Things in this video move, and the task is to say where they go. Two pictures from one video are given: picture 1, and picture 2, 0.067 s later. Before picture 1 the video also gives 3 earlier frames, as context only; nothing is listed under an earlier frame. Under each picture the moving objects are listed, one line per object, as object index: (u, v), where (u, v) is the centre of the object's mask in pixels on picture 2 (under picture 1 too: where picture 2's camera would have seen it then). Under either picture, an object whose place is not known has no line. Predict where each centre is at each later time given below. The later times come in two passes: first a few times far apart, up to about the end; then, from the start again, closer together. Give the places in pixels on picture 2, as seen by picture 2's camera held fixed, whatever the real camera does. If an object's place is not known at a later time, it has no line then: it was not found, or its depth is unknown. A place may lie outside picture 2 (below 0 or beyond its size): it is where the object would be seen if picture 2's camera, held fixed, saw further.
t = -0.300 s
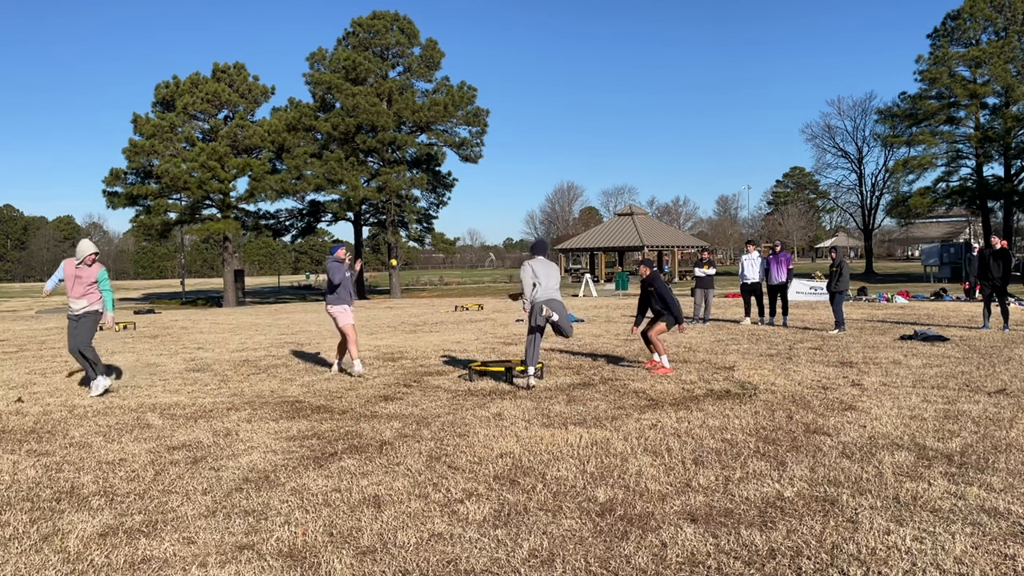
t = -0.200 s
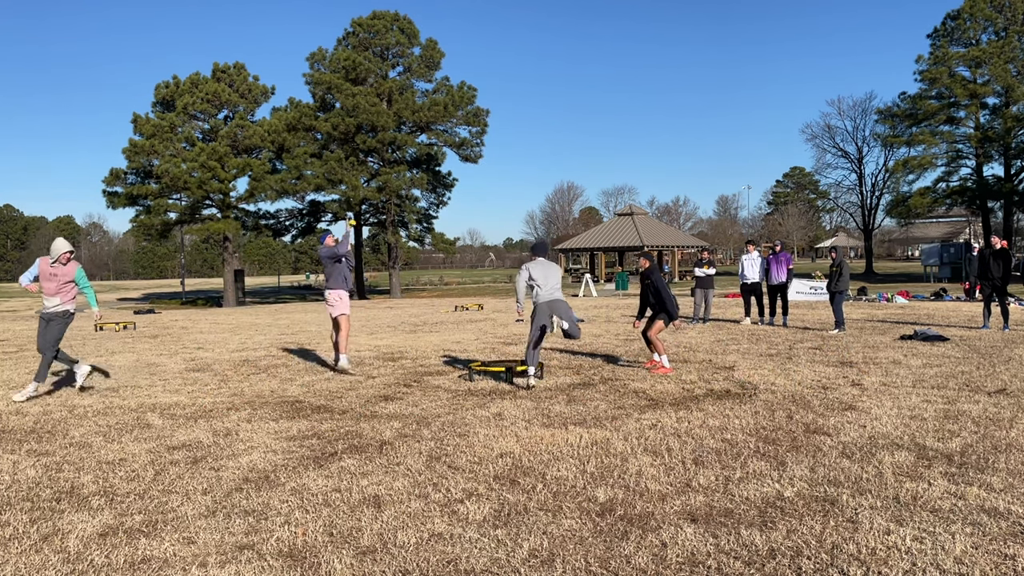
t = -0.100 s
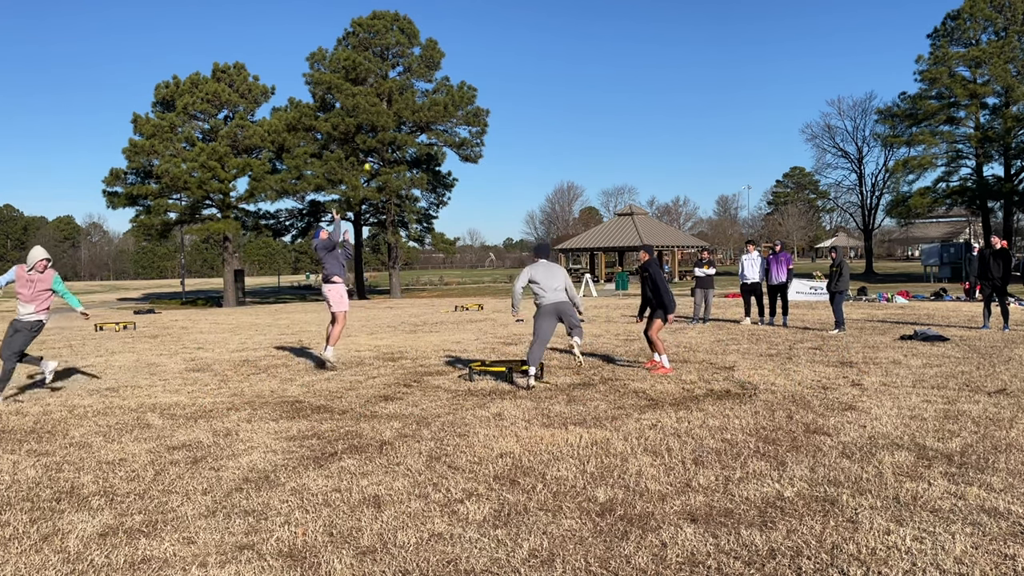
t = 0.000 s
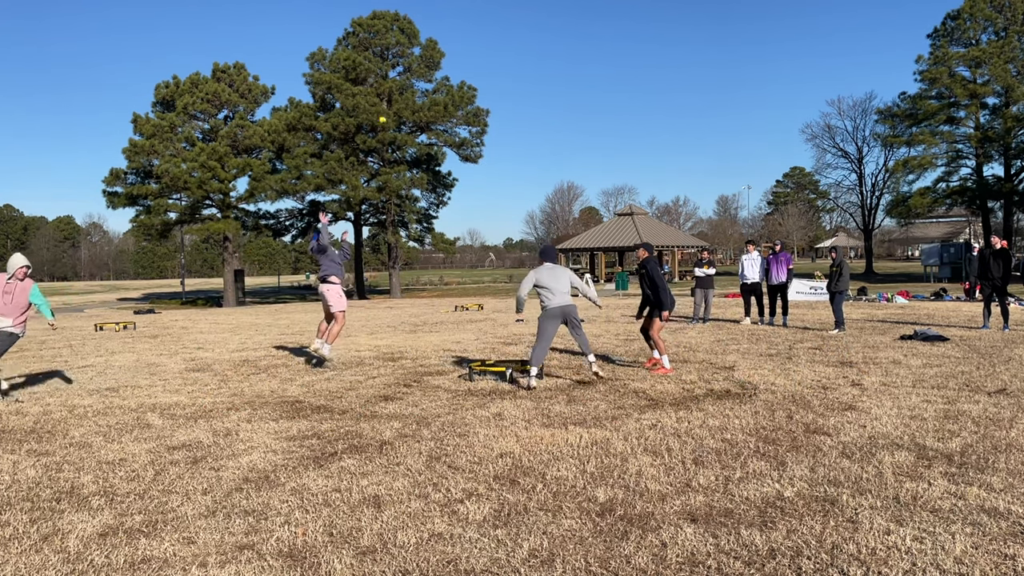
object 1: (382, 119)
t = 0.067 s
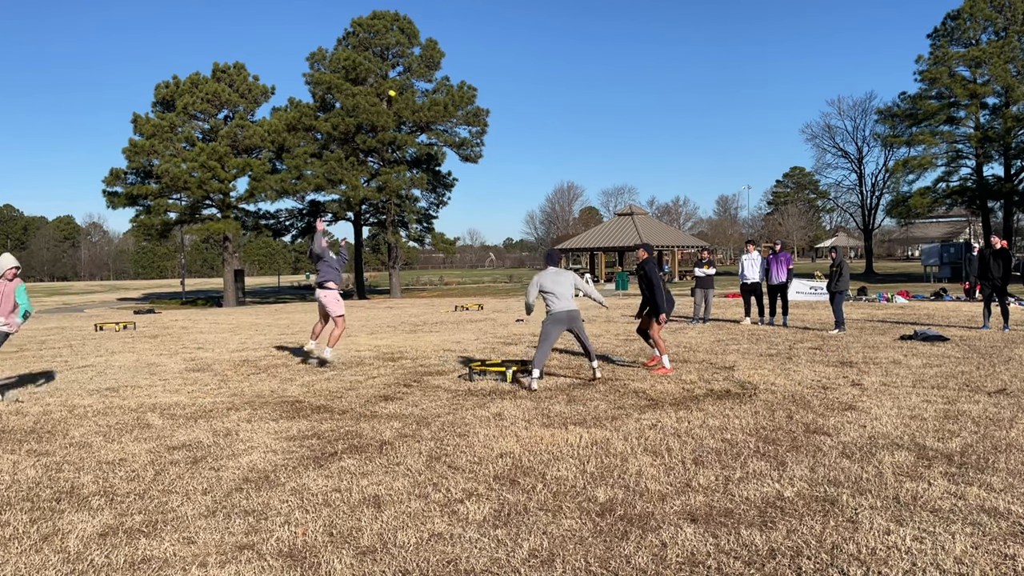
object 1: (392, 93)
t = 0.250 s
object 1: (417, 39)
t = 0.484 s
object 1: (446, 8)
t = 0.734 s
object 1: (476, 17)
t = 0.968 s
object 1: (503, 63)
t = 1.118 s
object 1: (520, 110)
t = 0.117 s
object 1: (399, 75)
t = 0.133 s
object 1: (400, 70)
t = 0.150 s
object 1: (403, 65)
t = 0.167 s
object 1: (406, 61)
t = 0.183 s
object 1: (408, 55)
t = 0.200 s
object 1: (410, 51)
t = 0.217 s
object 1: (412, 47)
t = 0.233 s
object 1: (415, 43)
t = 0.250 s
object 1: (417, 39)
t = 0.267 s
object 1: (419, 35)
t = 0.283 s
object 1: (421, 32)
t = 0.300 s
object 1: (423, 29)
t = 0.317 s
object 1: (425, 27)
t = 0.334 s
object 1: (427, 24)
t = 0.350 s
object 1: (430, 21)
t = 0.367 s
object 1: (432, 19)
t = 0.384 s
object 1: (434, 17)
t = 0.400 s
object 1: (436, 15)
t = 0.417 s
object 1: (438, 13)
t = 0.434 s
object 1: (440, 12)
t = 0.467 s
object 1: (444, 9)
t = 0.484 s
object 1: (446, 8)
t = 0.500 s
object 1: (448, 7)
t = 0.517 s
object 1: (450, 7)
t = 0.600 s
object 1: (460, 7)
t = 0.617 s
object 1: (462, 8)
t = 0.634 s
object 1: (464, 9)
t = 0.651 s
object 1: (466, 10)
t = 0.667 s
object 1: (468, 11)
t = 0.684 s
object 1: (470, 13)
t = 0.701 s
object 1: (472, 14)
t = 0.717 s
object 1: (474, 16)
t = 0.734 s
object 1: (476, 17)
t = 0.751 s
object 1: (478, 20)
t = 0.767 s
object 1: (480, 22)
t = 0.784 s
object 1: (482, 25)
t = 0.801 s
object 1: (484, 27)
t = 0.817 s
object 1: (486, 30)
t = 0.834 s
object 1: (487, 33)
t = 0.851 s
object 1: (490, 36)
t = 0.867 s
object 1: (492, 40)
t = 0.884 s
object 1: (494, 43)
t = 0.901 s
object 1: (495, 47)
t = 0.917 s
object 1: (497, 51)
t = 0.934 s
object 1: (499, 55)
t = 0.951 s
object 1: (501, 59)
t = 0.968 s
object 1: (503, 63)
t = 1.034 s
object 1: (511, 83)
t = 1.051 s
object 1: (513, 88)
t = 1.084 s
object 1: (517, 99)
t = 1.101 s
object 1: (519, 105)
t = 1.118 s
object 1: (520, 110)
